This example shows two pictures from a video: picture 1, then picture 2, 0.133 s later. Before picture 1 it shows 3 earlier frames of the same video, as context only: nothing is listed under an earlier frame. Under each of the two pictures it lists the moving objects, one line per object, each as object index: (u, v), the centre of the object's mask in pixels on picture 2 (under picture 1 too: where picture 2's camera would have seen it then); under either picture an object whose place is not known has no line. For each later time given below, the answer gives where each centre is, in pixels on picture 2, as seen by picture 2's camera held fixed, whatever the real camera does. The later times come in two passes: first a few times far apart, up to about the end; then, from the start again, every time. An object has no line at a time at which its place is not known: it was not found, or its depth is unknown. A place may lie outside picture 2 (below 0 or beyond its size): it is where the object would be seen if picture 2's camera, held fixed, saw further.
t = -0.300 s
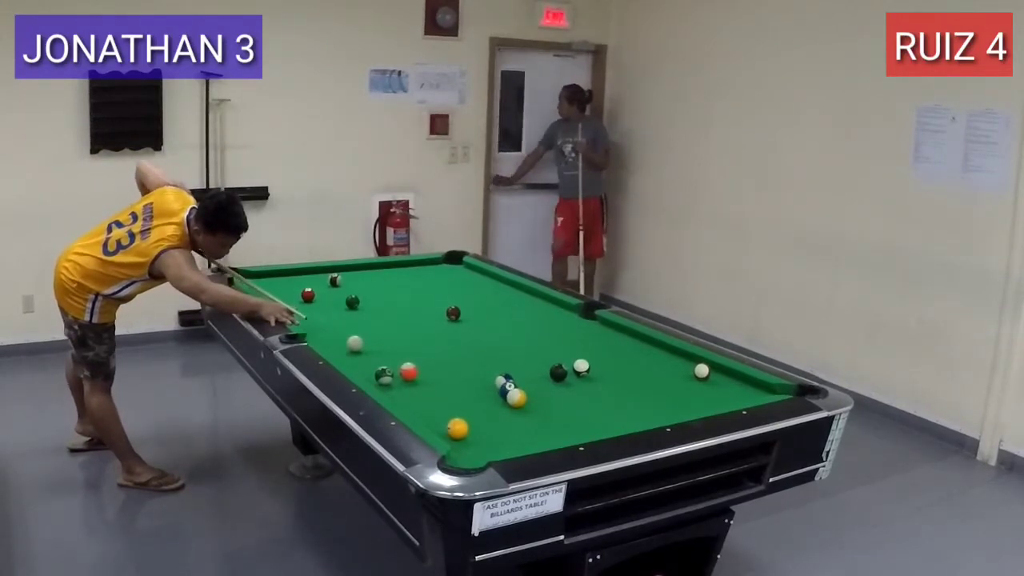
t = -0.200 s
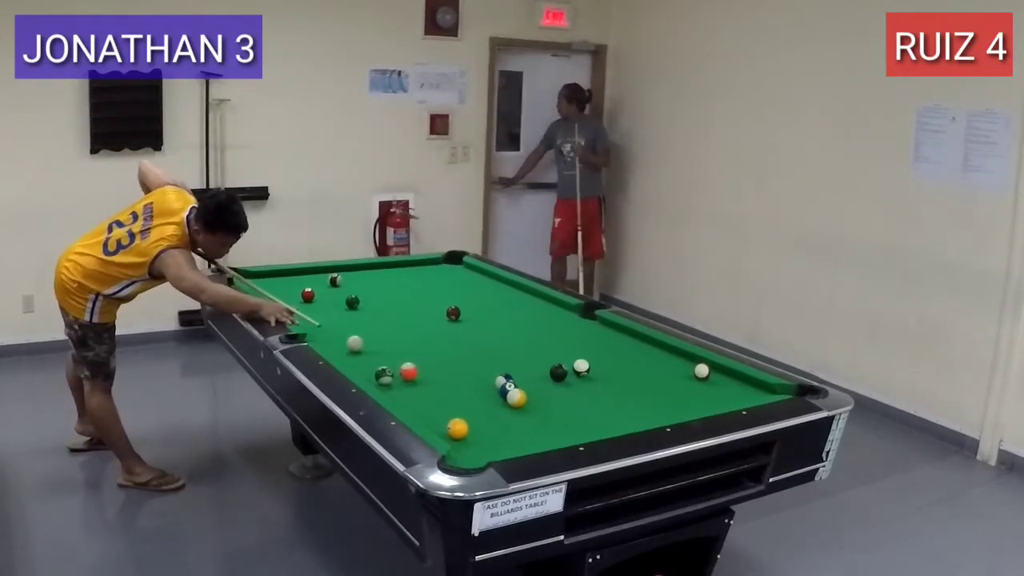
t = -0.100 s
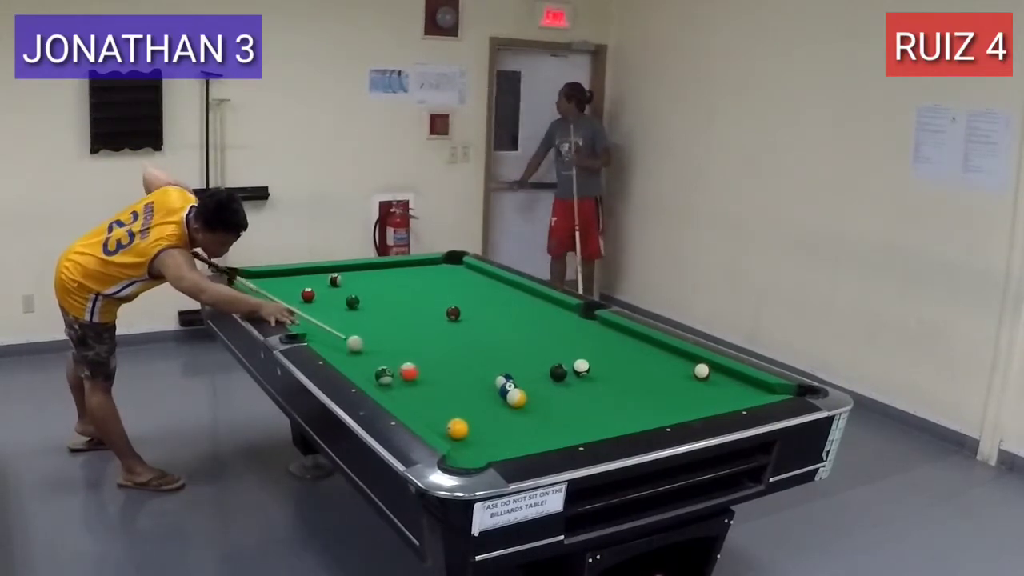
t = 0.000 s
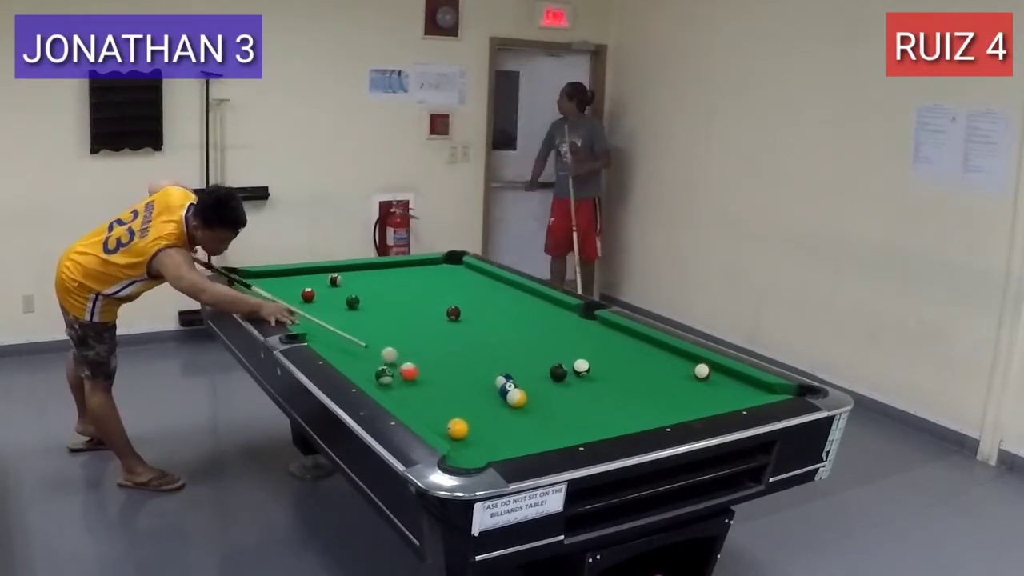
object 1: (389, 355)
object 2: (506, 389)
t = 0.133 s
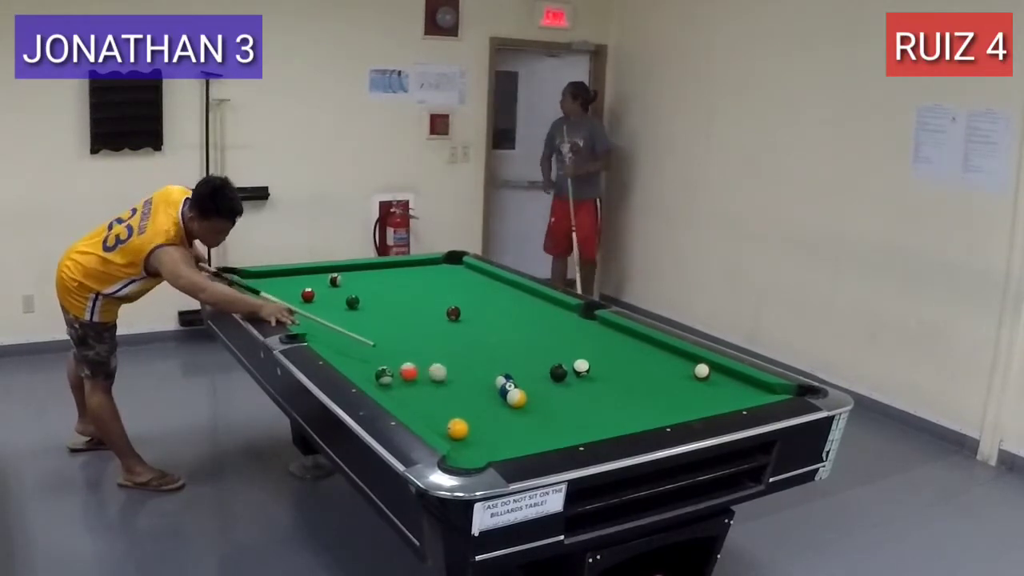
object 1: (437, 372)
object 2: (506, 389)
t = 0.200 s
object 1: (462, 381)
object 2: (506, 389)
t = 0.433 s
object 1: (502, 411)
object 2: (559, 393)
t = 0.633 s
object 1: (526, 438)
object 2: (608, 395)
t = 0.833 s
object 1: (500, 435)
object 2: (655, 397)
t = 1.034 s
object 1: (475, 423)
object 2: (700, 399)
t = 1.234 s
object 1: (466, 412)
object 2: (742, 397)
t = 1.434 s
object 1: (458, 403)
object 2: (758, 393)
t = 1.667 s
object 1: (450, 393)
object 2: (765, 389)
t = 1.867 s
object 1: (444, 385)
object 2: (754, 391)
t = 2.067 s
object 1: (438, 378)
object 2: (746, 392)
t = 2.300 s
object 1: (432, 371)
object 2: (736, 393)
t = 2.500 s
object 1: (427, 366)
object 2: (728, 394)
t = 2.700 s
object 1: (423, 361)
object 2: (722, 395)
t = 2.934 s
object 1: (418, 356)
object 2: (716, 395)
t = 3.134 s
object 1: (415, 353)
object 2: (712, 395)
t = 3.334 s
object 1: (413, 351)
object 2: (709, 395)
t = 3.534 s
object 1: (411, 348)
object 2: (708, 395)
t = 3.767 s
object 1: (410, 346)
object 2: (708, 395)
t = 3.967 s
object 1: (409, 345)
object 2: (708, 395)
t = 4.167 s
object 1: (408, 343)
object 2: (708, 395)
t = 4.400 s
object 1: (407, 342)
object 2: (708, 395)
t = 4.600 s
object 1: (407, 342)
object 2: (708, 395)
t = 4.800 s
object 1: (407, 342)
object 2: (708, 395)
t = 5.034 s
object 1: (407, 342)
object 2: (708, 395)
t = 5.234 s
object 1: (407, 342)
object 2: (708, 395)
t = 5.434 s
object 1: (407, 342)
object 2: (708, 395)
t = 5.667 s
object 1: (407, 342)
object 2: (708, 395)
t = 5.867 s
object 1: (407, 342)
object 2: (708, 395)
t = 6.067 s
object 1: (407, 342)
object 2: (708, 395)
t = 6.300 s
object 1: (407, 342)
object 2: (708, 395)
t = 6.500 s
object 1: (407, 342)
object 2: (708, 395)
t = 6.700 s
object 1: (407, 342)
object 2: (708, 395)
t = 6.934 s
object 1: (407, 342)
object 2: (708, 395)
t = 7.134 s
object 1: (407, 342)
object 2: (708, 395)
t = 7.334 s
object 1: (407, 342)
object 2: (708, 395)
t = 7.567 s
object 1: (407, 342)
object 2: (708, 395)
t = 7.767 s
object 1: (407, 342)
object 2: (708, 395)
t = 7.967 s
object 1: (407, 342)
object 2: (708, 395)
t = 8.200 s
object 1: (407, 342)
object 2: (708, 395)
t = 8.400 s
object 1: (407, 342)
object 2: (708, 395)
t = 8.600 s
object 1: (407, 342)
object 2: (708, 395)
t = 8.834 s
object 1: (407, 342)
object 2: (708, 395)
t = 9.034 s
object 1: (407, 342)
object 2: (708, 395)
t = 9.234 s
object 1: (407, 342)
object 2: (708, 395)
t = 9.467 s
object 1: (407, 342)
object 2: (708, 395)
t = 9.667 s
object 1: (407, 342)
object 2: (708, 395)
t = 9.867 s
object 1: (407, 342)
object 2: (708, 395)
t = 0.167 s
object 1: (449, 376)
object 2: (506, 389)
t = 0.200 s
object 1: (462, 381)
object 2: (506, 389)
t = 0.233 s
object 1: (475, 385)
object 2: (506, 389)
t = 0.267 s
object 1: (488, 389)
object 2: (506, 389)
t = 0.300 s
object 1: (490, 393)
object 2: (524, 388)
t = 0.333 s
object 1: (492, 398)
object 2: (532, 392)
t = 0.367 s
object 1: (495, 402)
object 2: (541, 393)
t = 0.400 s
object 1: (498, 406)
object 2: (550, 393)
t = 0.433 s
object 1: (502, 411)
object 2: (559, 393)
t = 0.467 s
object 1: (506, 415)
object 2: (567, 394)
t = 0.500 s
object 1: (510, 420)
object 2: (576, 395)
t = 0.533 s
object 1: (514, 425)
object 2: (584, 395)
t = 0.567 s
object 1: (518, 429)
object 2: (592, 395)
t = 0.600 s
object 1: (522, 434)
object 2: (600, 395)
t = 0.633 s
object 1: (526, 438)
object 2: (608, 395)
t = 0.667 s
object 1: (530, 441)
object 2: (616, 396)
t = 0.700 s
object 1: (526, 441)
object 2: (624, 396)
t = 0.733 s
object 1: (519, 440)
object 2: (632, 396)
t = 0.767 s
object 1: (513, 438)
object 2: (640, 397)
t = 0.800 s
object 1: (507, 437)
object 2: (648, 397)
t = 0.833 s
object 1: (500, 435)
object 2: (655, 397)
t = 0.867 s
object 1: (495, 433)
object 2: (663, 397)
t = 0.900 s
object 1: (489, 431)
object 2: (670, 398)
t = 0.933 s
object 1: (483, 429)
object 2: (678, 398)
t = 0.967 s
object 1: (479, 427)
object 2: (685, 398)
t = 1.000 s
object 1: (477, 425)
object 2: (693, 399)
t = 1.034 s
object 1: (475, 423)
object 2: (700, 399)
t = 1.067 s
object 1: (474, 421)
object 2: (707, 399)
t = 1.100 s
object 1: (472, 420)
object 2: (714, 399)
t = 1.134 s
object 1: (471, 418)
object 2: (721, 399)
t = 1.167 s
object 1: (469, 416)
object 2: (729, 398)
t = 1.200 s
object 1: (467, 414)
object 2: (735, 398)
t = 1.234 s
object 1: (466, 412)
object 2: (742, 397)
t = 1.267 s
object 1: (464, 411)
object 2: (748, 397)
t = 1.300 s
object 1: (463, 409)
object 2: (751, 396)
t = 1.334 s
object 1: (462, 407)
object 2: (753, 395)
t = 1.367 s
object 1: (460, 406)
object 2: (754, 394)
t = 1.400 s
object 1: (459, 404)
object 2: (756, 393)
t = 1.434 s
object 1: (458, 403)
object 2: (758, 393)
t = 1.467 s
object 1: (457, 401)
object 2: (759, 392)
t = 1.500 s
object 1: (455, 399)
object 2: (761, 391)
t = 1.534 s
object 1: (454, 398)
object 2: (763, 390)
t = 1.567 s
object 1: (453, 397)
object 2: (764, 389)
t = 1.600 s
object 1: (452, 395)
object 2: (766, 389)
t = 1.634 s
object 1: (451, 394)
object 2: (766, 388)
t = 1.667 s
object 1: (450, 393)
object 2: (765, 389)
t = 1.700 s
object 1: (448, 391)
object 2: (763, 388)
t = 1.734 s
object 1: (448, 390)
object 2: (761, 389)
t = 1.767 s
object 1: (447, 388)
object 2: (759, 389)
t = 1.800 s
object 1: (445, 387)
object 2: (758, 389)
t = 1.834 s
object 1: (444, 386)
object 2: (756, 390)
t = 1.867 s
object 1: (444, 385)
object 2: (754, 391)
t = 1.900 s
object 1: (442, 384)
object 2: (753, 391)
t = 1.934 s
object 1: (442, 383)
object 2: (751, 392)
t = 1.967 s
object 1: (441, 381)
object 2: (750, 392)
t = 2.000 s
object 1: (440, 380)
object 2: (749, 392)
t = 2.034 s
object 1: (439, 379)
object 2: (746, 392)
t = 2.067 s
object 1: (438, 378)
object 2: (746, 392)
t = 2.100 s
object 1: (437, 377)
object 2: (744, 392)
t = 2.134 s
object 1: (436, 376)
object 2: (743, 392)
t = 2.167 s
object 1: (435, 375)
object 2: (741, 392)
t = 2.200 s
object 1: (434, 374)
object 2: (740, 392)
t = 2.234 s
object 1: (433, 373)
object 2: (738, 393)
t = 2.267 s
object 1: (432, 372)
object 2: (737, 392)
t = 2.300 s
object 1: (432, 371)
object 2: (736, 393)
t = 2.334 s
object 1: (431, 370)
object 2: (734, 394)
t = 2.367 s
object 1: (430, 370)
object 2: (733, 394)
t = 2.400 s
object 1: (429, 369)
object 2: (731, 394)
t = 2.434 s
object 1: (428, 368)
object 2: (730, 394)
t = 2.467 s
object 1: (428, 367)
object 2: (729, 394)
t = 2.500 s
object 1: (427, 366)
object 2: (728, 394)
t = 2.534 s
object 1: (426, 365)
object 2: (727, 394)
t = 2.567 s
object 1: (425, 364)
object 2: (726, 394)
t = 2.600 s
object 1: (425, 363)
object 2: (725, 395)
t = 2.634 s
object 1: (424, 363)
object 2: (724, 395)
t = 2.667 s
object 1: (423, 362)
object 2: (723, 395)
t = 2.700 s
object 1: (423, 361)
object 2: (722, 395)
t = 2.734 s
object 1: (422, 360)
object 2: (721, 395)
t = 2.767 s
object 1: (421, 359)
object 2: (720, 395)
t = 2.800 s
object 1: (421, 359)
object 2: (719, 395)
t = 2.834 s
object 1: (420, 358)
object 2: (718, 395)
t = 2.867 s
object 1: (419, 358)
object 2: (717, 395)
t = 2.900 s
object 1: (419, 357)
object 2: (716, 395)
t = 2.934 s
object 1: (418, 356)
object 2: (716, 395)
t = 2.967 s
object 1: (418, 356)
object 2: (715, 395)
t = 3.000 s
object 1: (417, 355)
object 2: (714, 395)
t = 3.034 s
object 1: (417, 355)
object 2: (714, 395)
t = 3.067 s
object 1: (416, 354)
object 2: (713, 395)
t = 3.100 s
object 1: (416, 354)
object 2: (712, 395)
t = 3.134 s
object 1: (415, 353)
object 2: (712, 395)
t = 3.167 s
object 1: (415, 353)
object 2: (711, 395)
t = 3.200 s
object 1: (414, 353)
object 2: (711, 395)
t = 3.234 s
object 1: (414, 352)
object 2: (711, 395)
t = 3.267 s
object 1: (414, 352)
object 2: (710, 395)
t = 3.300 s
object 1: (413, 351)
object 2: (710, 395)
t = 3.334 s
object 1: (413, 351)
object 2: (709, 395)
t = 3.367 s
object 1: (412, 350)
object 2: (709, 395)
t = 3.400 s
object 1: (412, 350)
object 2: (709, 395)
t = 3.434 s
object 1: (412, 350)
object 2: (709, 395)
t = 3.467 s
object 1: (412, 349)
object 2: (708, 395)
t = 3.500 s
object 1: (412, 349)
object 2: (708, 395)
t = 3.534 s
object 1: (411, 348)
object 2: (708, 395)
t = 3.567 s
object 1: (411, 348)
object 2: (708, 395)
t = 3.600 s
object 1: (411, 348)
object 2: (708, 395)
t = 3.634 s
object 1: (411, 347)
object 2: (708, 395)
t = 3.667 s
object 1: (411, 347)
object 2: (708, 395)
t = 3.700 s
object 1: (411, 347)
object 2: (708, 395)
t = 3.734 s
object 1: (411, 347)
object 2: (708, 395)
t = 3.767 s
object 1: (410, 346)
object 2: (708, 395)
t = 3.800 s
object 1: (410, 346)
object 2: (708, 395)
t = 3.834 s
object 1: (410, 346)
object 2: (708, 395)
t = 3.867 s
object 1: (410, 345)
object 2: (708, 395)
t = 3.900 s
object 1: (409, 345)
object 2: (708, 395)
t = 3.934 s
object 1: (410, 345)
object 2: (708, 395)
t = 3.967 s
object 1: (409, 345)
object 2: (708, 395)
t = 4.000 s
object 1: (409, 344)
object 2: (708, 395)
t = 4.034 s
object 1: (409, 344)
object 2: (708, 395)
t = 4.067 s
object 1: (409, 344)
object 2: (708, 395)
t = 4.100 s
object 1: (408, 344)
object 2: (708, 395)
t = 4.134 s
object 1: (408, 344)
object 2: (708, 395)
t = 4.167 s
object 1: (408, 343)
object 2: (708, 395)
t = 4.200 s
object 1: (408, 343)
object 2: (708, 395)
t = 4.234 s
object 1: (408, 343)
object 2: (708, 395)
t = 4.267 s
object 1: (408, 343)
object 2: (708, 395)
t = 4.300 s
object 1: (408, 343)
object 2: (708, 395)
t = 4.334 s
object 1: (408, 342)
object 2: (708, 395)
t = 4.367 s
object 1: (407, 342)
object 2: (708, 395)
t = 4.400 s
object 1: (407, 342)
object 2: (708, 395)
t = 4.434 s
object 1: (407, 342)
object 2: (708, 395)
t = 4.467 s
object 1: (407, 342)
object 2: (708, 395)
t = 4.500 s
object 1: (407, 342)
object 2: (708, 395)
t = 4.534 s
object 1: (407, 342)
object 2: (708, 395)
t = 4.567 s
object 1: (407, 342)
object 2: (708, 395)
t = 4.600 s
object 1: (407, 342)
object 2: (708, 395)
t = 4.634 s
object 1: (407, 342)
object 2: (708, 395)
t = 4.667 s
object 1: (407, 342)
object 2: (708, 395)
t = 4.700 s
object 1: (407, 342)
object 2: (708, 395)
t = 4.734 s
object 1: (407, 342)
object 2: (708, 395)
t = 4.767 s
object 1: (407, 342)
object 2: (708, 395)
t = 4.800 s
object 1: (407, 342)
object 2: (708, 395)
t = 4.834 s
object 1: (407, 342)
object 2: (708, 395)
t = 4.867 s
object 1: (407, 342)
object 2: (708, 395)
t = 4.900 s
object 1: (407, 342)
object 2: (708, 395)
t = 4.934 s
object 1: (407, 342)
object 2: (708, 395)
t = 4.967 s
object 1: (407, 342)
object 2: (708, 395)
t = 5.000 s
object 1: (407, 342)
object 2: (708, 395)
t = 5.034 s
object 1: (407, 342)
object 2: (708, 395)
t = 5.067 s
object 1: (407, 342)
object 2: (708, 395)
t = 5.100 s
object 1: (407, 342)
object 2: (708, 395)
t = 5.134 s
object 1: (407, 342)
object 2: (708, 395)
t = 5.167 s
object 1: (407, 342)
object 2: (708, 395)
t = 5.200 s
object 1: (407, 342)
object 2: (708, 395)
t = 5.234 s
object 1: (407, 342)
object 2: (708, 395)
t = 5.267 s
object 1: (407, 342)
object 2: (708, 395)
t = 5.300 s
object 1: (407, 342)
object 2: (708, 395)
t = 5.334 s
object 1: (407, 342)
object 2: (708, 395)
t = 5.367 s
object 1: (407, 342)
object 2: (708, 395)
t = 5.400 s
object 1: (407, 342)
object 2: (708, 395)
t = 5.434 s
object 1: (407, 342)
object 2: (708, 395)
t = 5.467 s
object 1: (407, 342)
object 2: (708, 395)
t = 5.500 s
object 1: (407, 342)
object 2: (708, 395)
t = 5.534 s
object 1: (407, 342)
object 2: (708, 395)
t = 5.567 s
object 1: (407, 342)
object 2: (708, 395)
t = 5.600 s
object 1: (407, 342)
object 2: (708, 395)
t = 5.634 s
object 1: (407, 342)
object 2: (708, 395)
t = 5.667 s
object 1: (407, 342)
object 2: (708, 395)
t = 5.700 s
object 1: (407, 342)
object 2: (708, 395)
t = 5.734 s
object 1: (407, 342)
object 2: (708, 395)
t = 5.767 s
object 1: (407, 342)
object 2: (708, 395)
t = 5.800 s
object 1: (407, 342)
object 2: (708, 395)
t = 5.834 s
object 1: (407, 342)
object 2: (708, 395)
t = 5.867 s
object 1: (407, 342)
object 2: (708, 395)
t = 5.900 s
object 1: (407, 342)
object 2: (708, 395)
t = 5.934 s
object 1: (407, 342)
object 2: (708, 395)
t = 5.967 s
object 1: (407, 342)
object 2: (708, 395)
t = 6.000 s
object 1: (407, 342)
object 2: (708, 395)
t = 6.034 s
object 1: (407, 342)
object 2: (708, 395)
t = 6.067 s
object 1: (407, 342)
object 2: (708, 395)
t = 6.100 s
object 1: (407, 342)
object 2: (708, 395)
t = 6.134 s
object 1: (407, 342)
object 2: (708, 395)
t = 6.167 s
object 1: (407, 342)
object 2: (708, 395)
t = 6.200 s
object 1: (407, 342)
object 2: (708, 395)
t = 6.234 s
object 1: (407, 342)
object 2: (708, 395)
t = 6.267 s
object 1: (407, 342)
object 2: (708, 395)
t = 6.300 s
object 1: (407, 342)
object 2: (708, 395)
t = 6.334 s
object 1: (407, 342)
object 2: (708, 395)
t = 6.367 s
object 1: (407, 342)
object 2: (708, 395)
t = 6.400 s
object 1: (407, 342)
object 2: (708, 395)
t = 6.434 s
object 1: (407, 342)
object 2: (708, 395)
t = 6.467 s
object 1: (407, 342)
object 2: (708, 395)
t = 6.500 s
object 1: (407, 342)
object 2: (708, 395)
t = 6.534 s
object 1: (407, 342)
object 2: (708, 395)
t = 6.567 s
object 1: (407, 342)
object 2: (708, 395)
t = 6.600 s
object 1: (407, 342)
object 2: (708, 395)
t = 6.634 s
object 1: (407, 342)
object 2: (708, 395)
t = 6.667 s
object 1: (407, 342)
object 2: (708, 395)
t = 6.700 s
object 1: (407, 342)
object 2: (708, 395)
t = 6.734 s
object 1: (407, 342)
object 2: (708, 395)
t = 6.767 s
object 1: (407, 342)
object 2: (708, 395)
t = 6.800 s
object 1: (407, 342)
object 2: (708, 395)
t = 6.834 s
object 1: (407, 342)
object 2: (708, 395)
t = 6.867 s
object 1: (407, 342)
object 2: (708, 395)
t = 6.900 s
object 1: (407, 342)
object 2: (708, 395)
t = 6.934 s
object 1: (407, 342)
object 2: (708, 395)
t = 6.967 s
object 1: (407, 342)
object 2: (708, 395)
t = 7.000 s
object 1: (407, 342)
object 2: (708, 395)
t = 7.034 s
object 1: (407, 342)
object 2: (708, 395)
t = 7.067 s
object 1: (407, 342)
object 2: (708, 395)
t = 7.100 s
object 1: (407, 342)
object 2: (708, 395)
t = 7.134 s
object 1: (407, 342)
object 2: (708, 395)
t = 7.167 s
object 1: (407, 342)
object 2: (708, 395)
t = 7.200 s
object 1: (407, 342)
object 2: (708, 395)
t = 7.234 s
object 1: (407, 342)
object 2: (708, 395)
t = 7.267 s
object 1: (407, 342)
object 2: (708, 395)
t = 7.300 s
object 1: (407, 342)
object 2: (708, 395)
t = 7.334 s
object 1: (407, 342)
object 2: (708, 395)
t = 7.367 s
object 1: (407, 342)
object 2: (708, 395)
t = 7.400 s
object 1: (407, 342)
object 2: (708, 395)
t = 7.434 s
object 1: (407, 342)
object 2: (708, 395)
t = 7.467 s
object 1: (407, 342)
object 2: (708, 395)
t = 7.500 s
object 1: (407, 342)
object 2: (708, 395)
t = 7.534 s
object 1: (407, 342)
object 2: (708, 395)
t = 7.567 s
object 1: (407, 342)
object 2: (708, 395)
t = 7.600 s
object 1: (407, 342)
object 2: (708, 395)
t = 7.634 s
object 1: (407, 342)
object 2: (708, 395)
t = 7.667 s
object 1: (407, 342)
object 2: (708, 395)
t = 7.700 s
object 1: (407, 342)
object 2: (708, 395)
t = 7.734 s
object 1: (407, 342)
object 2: (708, 395)
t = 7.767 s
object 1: (407, 342)
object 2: (708, 395)
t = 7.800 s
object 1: (407, 342)
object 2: (708, 395)
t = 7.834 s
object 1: (406, 342)
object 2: (708, 395)
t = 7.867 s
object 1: (407, 342)
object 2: (708, 395)
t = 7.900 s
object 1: (407, 342)
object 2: (708, 395)
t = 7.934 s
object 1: (407, 342)
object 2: (708, 395)
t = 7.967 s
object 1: (407, 342)
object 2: (708, 395)
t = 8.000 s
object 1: (407, 342)
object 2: (708, 395)
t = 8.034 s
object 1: (407, 342)
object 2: (708, 395)
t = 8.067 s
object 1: (407, 342)
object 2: (708, 395)
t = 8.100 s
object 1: (407, 342)
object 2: (708, 395)
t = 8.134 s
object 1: (407, 342)
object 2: (708, 395)
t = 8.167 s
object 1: (407, 342)
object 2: (708, 395)
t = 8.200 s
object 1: (407, 342)
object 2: (708, 395)
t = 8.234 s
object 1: (407, 342)
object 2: (708, 395)
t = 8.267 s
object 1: (407, 342)
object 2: (708, 395)
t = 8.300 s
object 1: (407, 342)
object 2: (708, 395)
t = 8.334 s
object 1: (407, 342)
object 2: (708, 395)
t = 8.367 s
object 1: (407, 342)
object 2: (708, 395)
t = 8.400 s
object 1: (407, 342)
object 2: (708, 395)
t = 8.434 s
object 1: (407, 342)
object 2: (708, 395)
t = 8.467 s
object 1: (407, 342)
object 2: (708, 395)
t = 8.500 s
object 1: (407, 342)
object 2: (708, 395)
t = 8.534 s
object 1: (407, 342)
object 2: (708, 395)
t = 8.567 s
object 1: (407, 342)
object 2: (708, 395)
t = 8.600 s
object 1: (407, 342)
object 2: (708, 395)
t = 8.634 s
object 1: (407, 342)
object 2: (708, 395)
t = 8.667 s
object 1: (407, 342)
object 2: (708, 395)
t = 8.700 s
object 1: (407, 342)
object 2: (708, 395)
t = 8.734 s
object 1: (407, 342)
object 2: (708, 395)
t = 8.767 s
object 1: (407, 342)
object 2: (708, 395)
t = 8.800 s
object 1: (407, 342)
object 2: (708, 395)
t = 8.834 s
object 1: (407, 342)
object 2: (708, 395)
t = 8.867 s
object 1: (407, 342)
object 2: (708, 395)
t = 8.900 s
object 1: (407, 342)
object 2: (708, 395)
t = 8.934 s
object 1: (407, 342)
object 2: (708, 395)
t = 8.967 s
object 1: (407, 342)
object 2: (708, 395)
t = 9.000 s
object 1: (407, 342)
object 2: (708, 395)
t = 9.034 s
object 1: (407, 342)
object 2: (708, 395)
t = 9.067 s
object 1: (407, 342)
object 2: (708, 395)
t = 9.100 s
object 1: (407, 342)
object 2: (708, 395)
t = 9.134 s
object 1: (407, 342)
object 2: (708, 395)
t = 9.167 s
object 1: (407, 342)
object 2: (708, 395)
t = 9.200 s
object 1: (407, 342)
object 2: (708, 395)
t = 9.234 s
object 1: (407, 342)
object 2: (708, 395)
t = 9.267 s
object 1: (407, 342)
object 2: (708, 395)
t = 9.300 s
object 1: (407, 342)
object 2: (708, 395)
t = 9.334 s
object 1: (407, 342)
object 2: (708, 395)
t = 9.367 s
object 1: (407, 342)
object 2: (708, 395)
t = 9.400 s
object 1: (407, 342)
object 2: (708, 395)
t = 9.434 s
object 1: (407, 342)
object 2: (708, 395)
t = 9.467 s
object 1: (407, 342)
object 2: (708, 395)
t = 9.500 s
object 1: (407, 342)
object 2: (708, 395)
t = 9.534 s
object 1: (407, 342)
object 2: (708, 395)
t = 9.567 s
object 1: (407, 342)
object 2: (708, 395)
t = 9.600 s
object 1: (407, 342)
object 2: (708, 395)
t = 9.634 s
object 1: (407, 342)
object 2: (708, 395)
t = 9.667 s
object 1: (407, 342)
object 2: (708, 395)
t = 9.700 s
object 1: (407, 342)
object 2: (708, 395)
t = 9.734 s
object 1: (407, 342)
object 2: (708, 395)
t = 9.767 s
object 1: (407, 342)
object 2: (708, 395)
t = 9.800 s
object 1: (407, 342)
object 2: (708, 395)
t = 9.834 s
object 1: (407, 342)
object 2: (708, 395)
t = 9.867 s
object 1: (407, 342)
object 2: (708, 395)
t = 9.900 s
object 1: (407, 342)
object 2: (708, 395)
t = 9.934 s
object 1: (407, 342)
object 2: (708, 395)
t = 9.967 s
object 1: (406, 342)
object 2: (708, 395)
